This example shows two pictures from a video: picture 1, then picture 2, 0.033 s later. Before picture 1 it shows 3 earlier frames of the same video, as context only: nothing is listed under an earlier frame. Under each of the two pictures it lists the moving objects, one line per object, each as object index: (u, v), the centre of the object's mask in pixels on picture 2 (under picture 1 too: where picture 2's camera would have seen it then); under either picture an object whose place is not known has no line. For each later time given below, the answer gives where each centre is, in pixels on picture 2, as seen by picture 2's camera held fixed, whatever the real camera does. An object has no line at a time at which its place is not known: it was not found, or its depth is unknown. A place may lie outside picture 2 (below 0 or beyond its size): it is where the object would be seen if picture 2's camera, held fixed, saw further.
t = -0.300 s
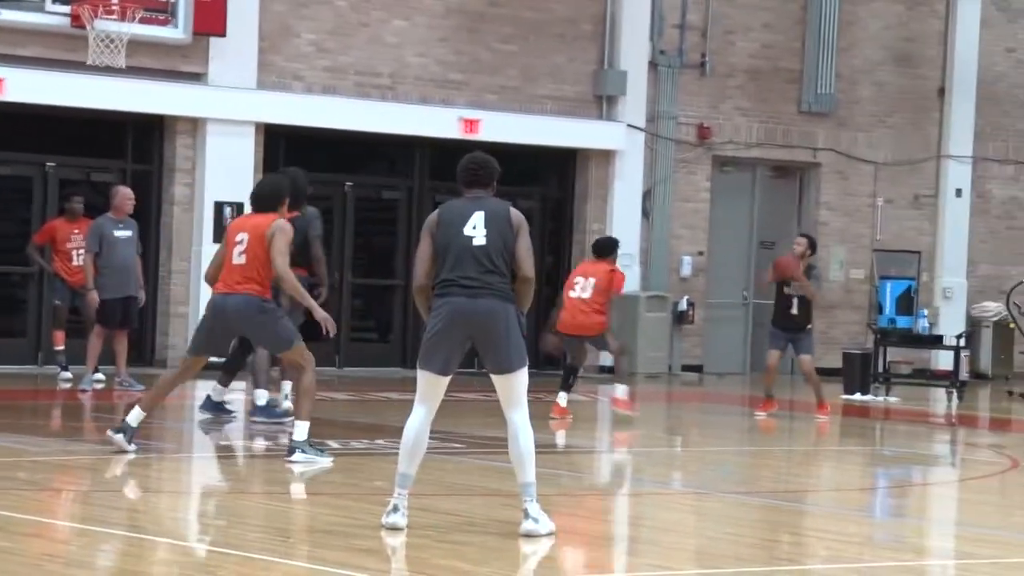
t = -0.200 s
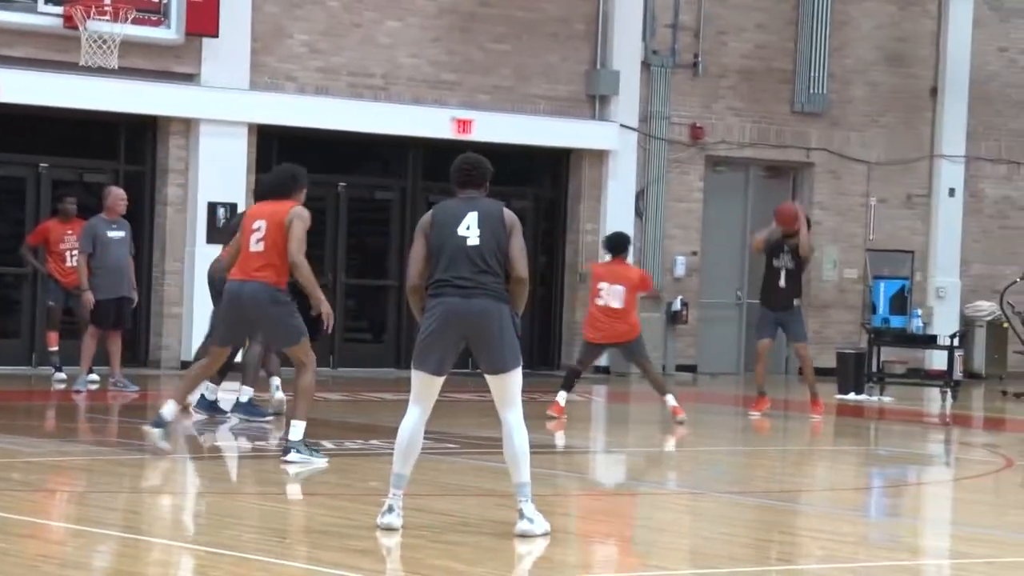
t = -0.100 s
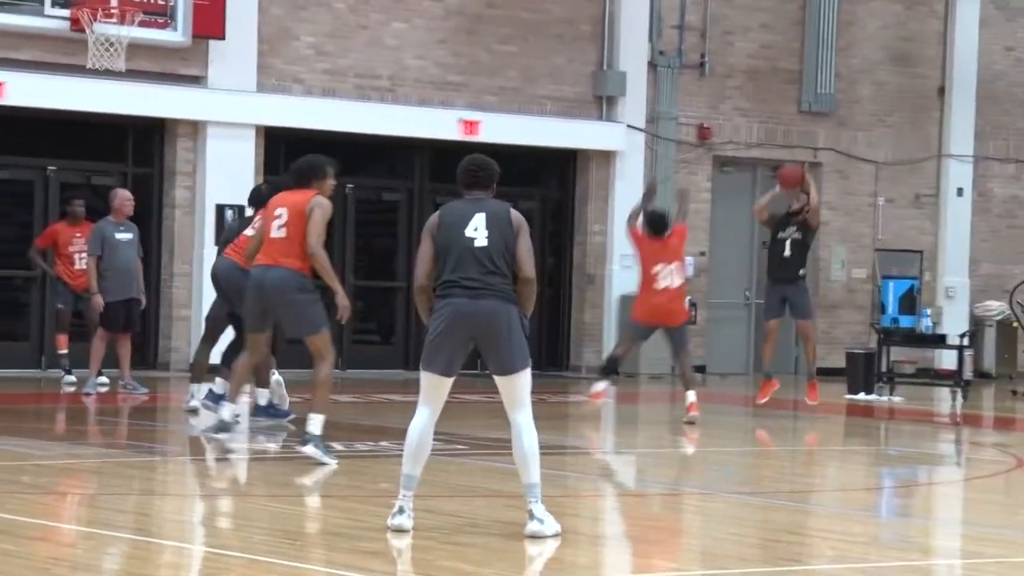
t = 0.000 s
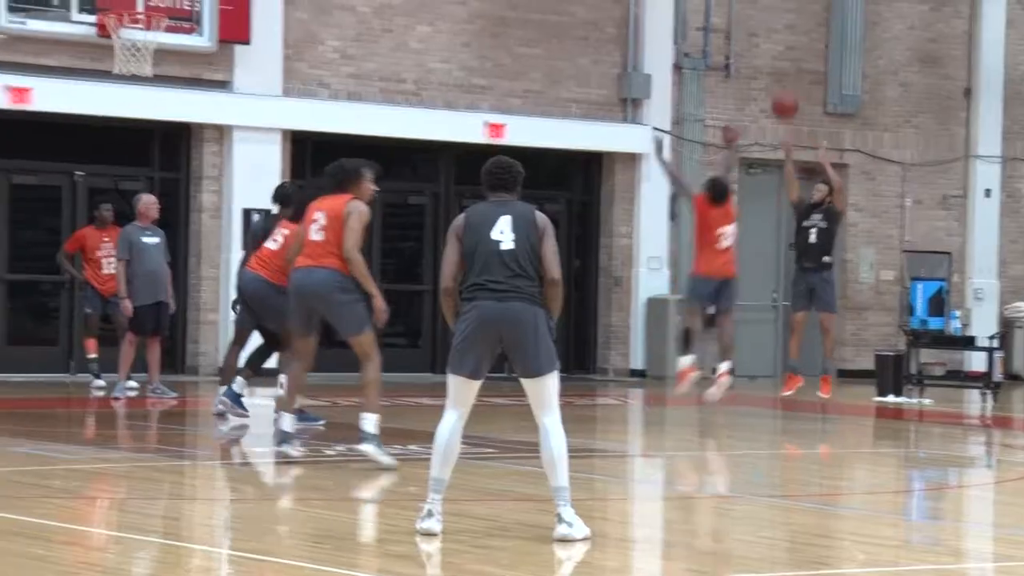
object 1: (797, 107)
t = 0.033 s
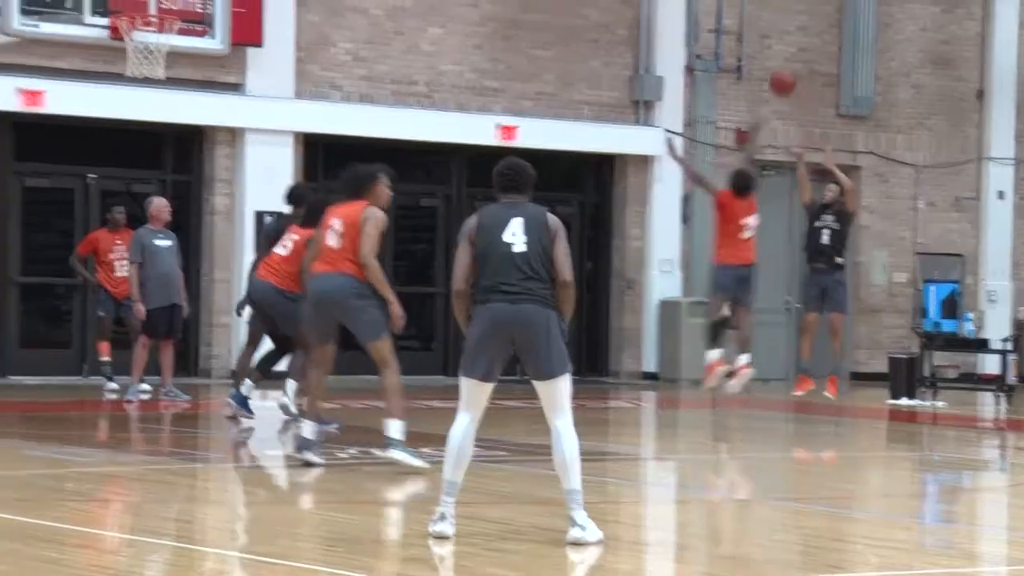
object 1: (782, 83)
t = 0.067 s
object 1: (769, 59)
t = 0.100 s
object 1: (754, 35)
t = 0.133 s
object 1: (740, 12)
